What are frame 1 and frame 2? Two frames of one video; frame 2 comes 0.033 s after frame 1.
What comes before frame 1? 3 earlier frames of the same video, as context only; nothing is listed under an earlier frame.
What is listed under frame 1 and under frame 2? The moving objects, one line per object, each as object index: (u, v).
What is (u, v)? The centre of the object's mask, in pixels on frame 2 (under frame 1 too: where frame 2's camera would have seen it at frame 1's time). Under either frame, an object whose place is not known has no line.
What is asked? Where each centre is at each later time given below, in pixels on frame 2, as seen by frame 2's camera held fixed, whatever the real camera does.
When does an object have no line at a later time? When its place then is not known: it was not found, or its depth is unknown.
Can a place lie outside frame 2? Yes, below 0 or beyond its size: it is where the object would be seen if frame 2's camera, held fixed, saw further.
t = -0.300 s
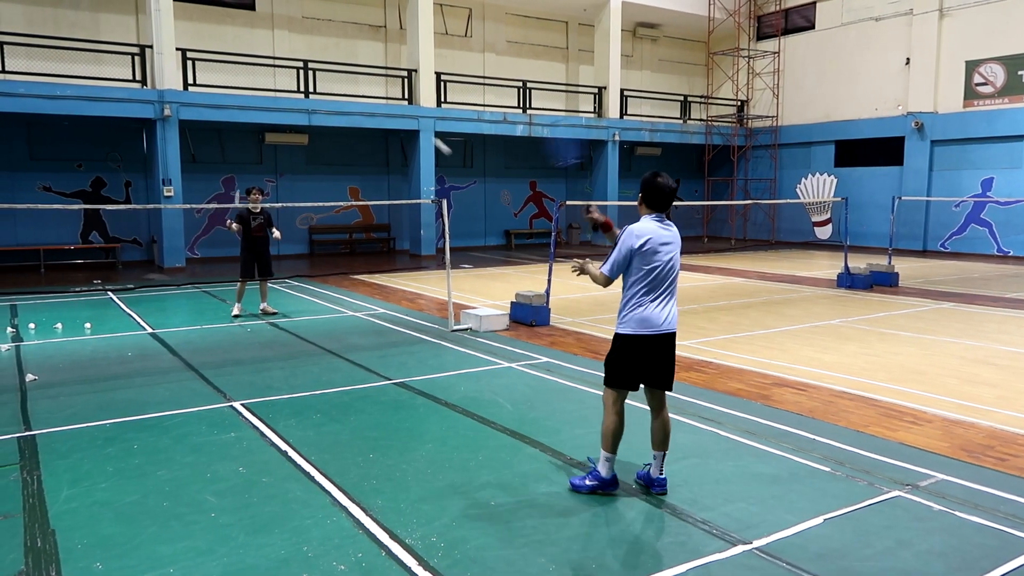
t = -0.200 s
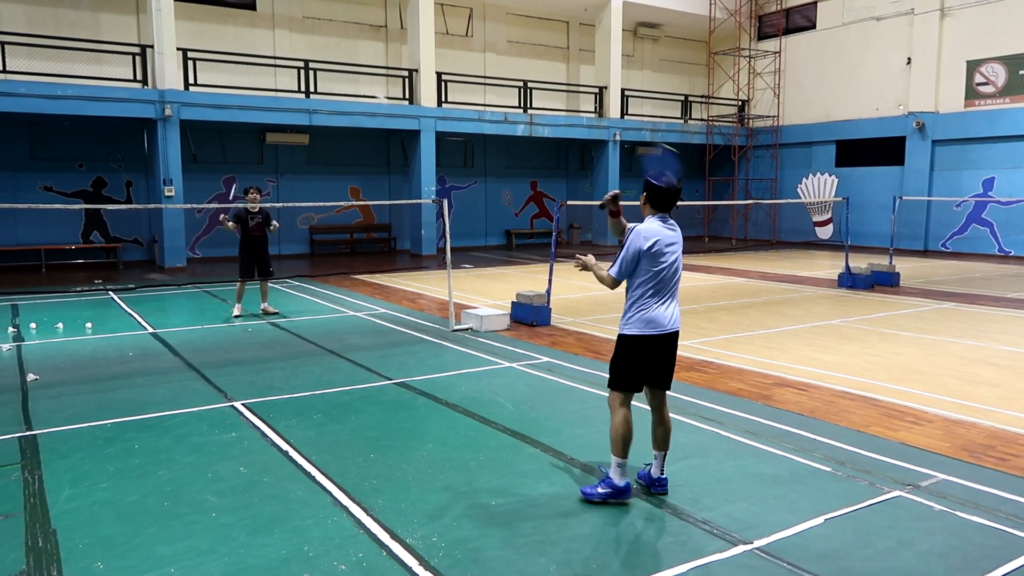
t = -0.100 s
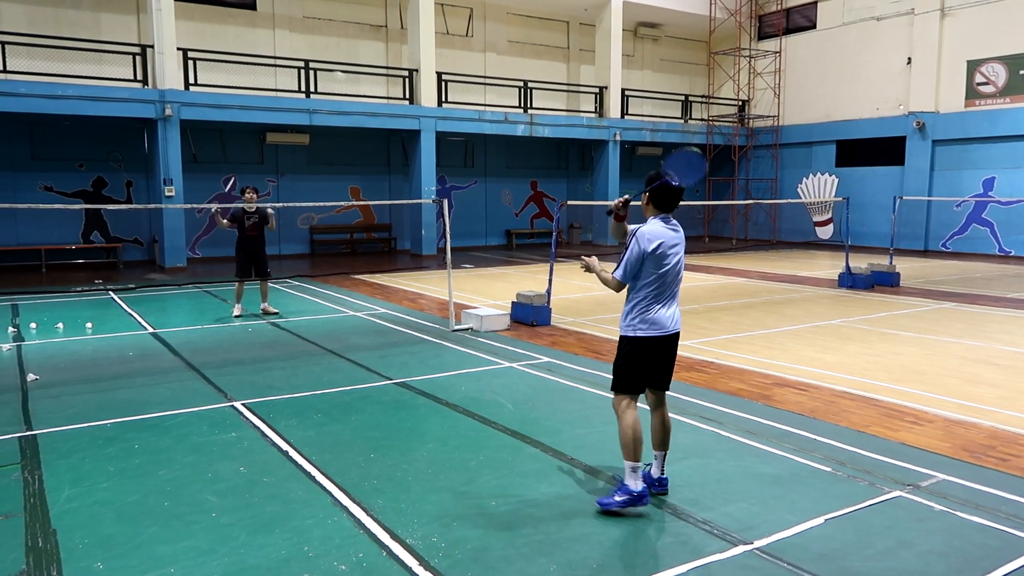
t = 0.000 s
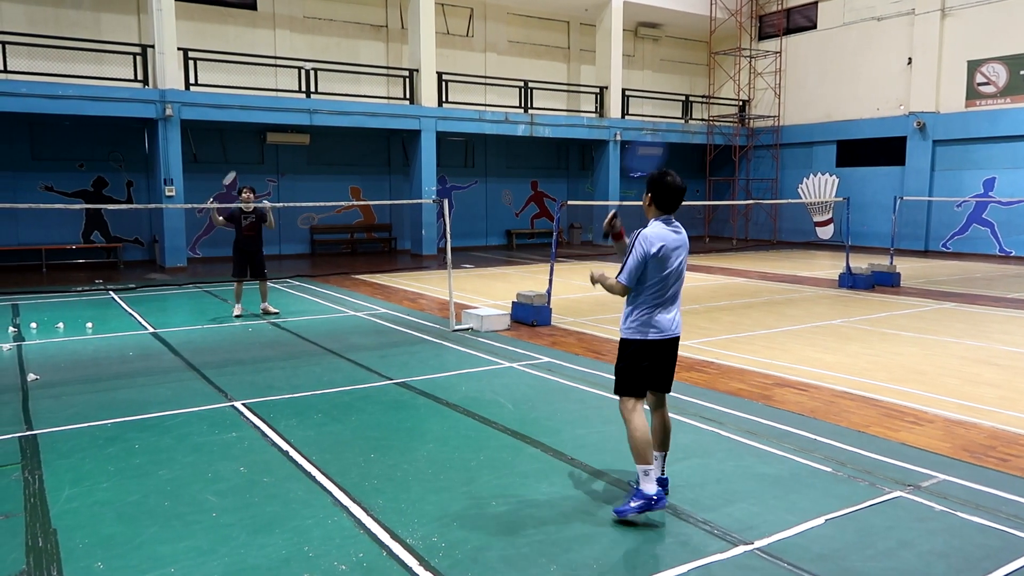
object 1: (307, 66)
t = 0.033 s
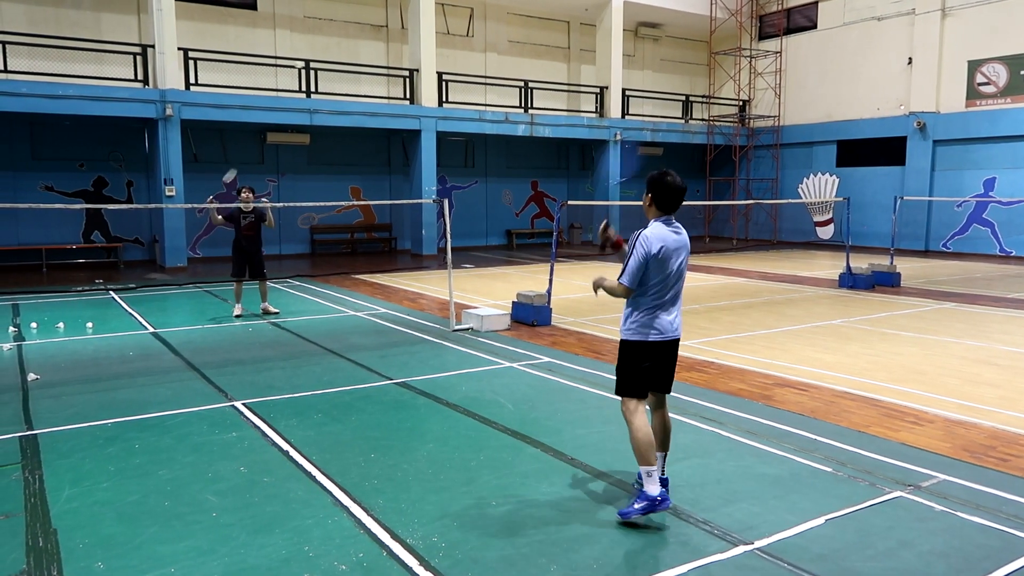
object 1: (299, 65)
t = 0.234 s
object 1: (256, 79)
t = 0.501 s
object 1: (222, 139)
